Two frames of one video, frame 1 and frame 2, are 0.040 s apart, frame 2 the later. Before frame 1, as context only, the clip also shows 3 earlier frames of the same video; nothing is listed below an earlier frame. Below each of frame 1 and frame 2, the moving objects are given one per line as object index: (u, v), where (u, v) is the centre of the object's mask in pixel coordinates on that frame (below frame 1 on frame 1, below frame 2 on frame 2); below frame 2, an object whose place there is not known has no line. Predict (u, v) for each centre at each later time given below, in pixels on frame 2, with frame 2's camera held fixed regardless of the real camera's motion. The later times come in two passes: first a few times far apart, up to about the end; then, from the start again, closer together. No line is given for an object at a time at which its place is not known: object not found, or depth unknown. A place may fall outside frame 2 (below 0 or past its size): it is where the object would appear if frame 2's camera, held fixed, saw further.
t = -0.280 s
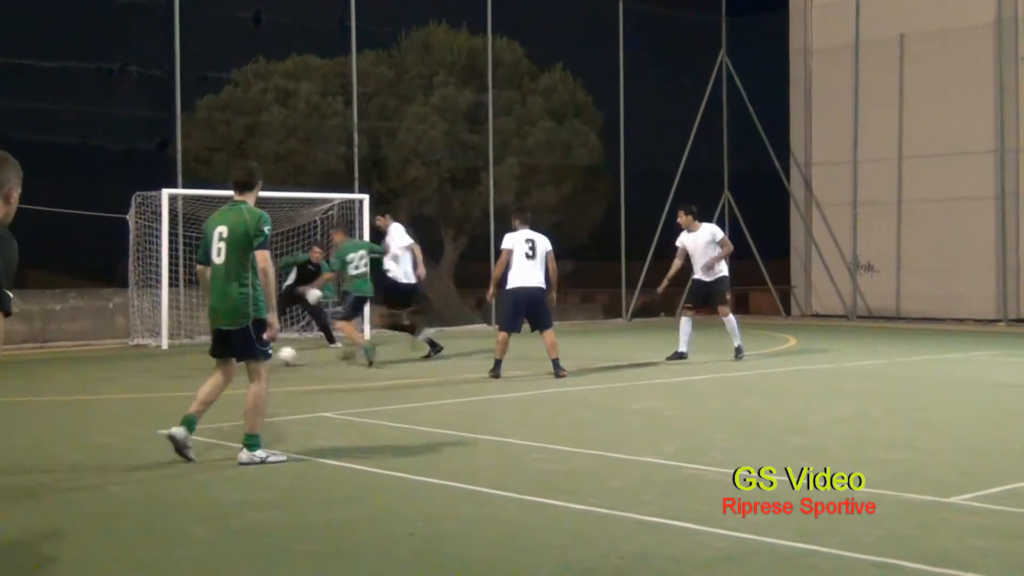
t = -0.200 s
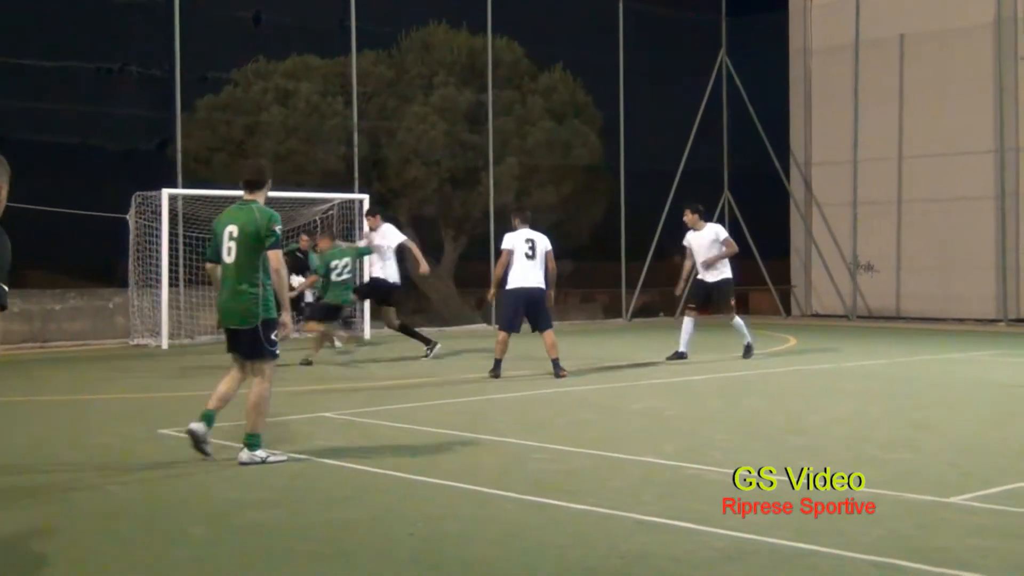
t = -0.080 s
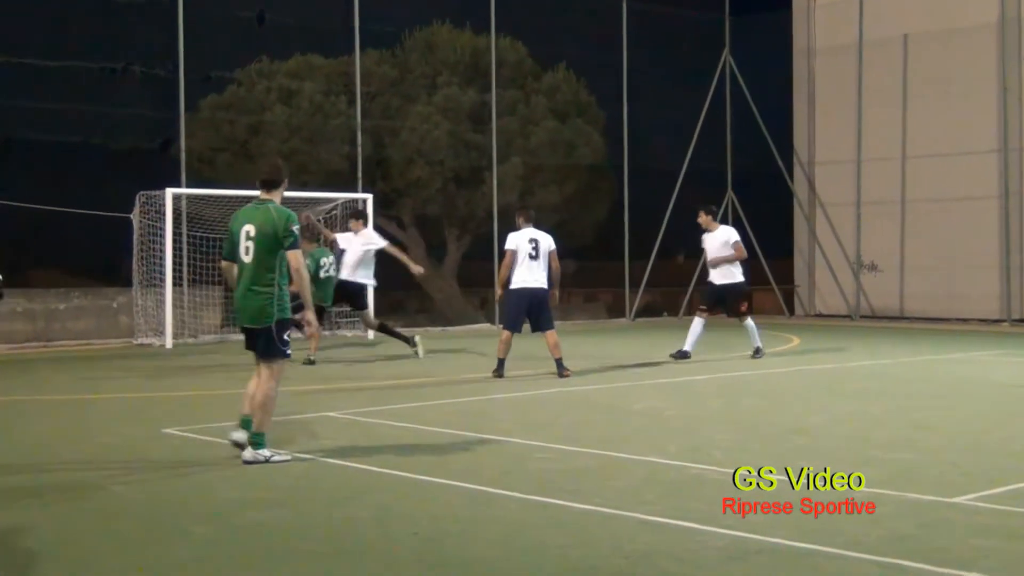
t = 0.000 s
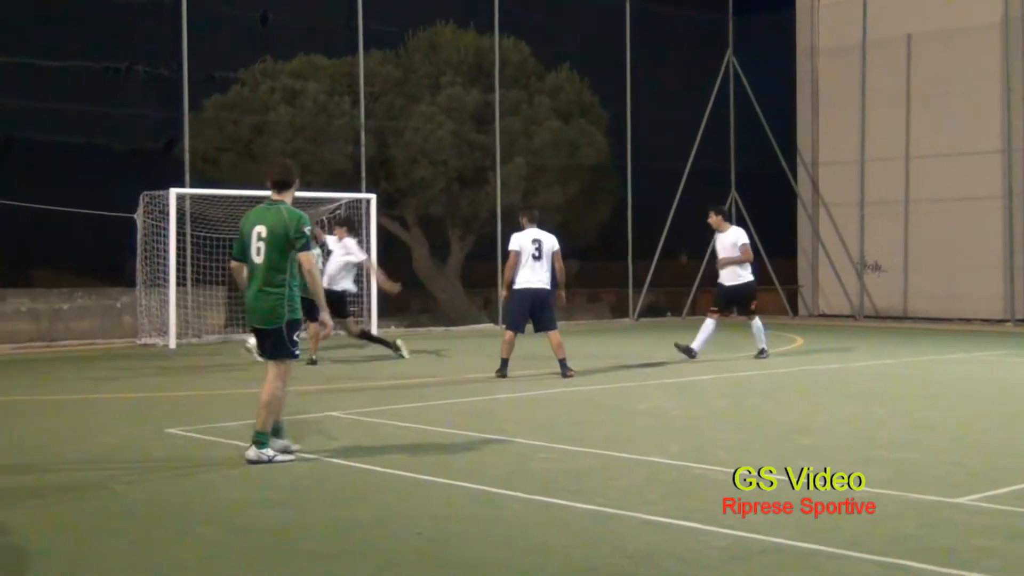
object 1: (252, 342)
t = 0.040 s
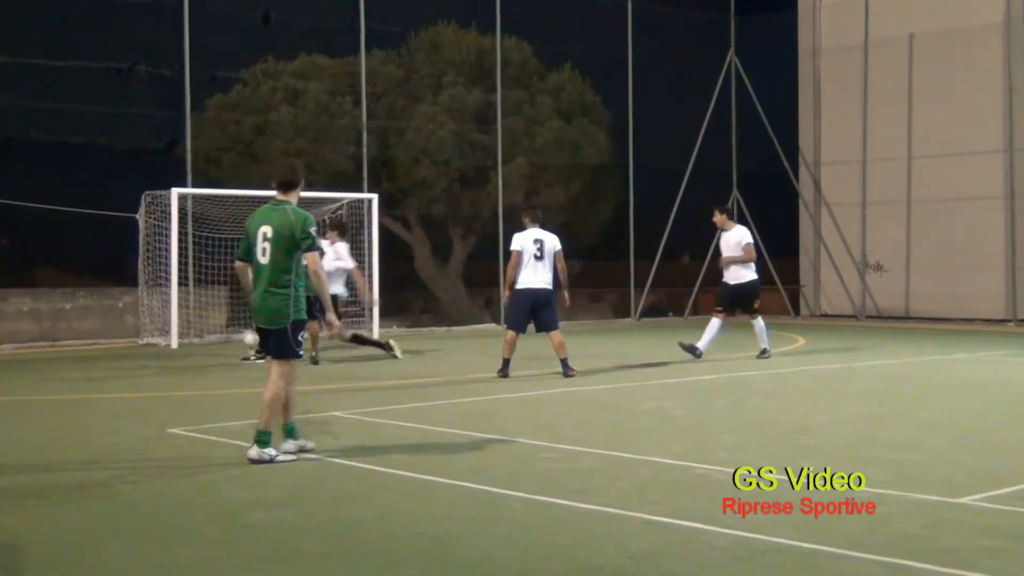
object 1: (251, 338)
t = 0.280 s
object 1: (148, 263)
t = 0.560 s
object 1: (8, 225)
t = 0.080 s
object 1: (235, 324)
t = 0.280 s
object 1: (148, 263)
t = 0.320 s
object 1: (128, 254)
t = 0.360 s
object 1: (110, 246)
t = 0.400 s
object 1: (91, 240)
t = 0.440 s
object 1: (71, 234)
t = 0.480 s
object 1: (50, 230)
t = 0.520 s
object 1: (30, 227)
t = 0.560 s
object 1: (8, 225)
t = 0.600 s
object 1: (-12, 225)
